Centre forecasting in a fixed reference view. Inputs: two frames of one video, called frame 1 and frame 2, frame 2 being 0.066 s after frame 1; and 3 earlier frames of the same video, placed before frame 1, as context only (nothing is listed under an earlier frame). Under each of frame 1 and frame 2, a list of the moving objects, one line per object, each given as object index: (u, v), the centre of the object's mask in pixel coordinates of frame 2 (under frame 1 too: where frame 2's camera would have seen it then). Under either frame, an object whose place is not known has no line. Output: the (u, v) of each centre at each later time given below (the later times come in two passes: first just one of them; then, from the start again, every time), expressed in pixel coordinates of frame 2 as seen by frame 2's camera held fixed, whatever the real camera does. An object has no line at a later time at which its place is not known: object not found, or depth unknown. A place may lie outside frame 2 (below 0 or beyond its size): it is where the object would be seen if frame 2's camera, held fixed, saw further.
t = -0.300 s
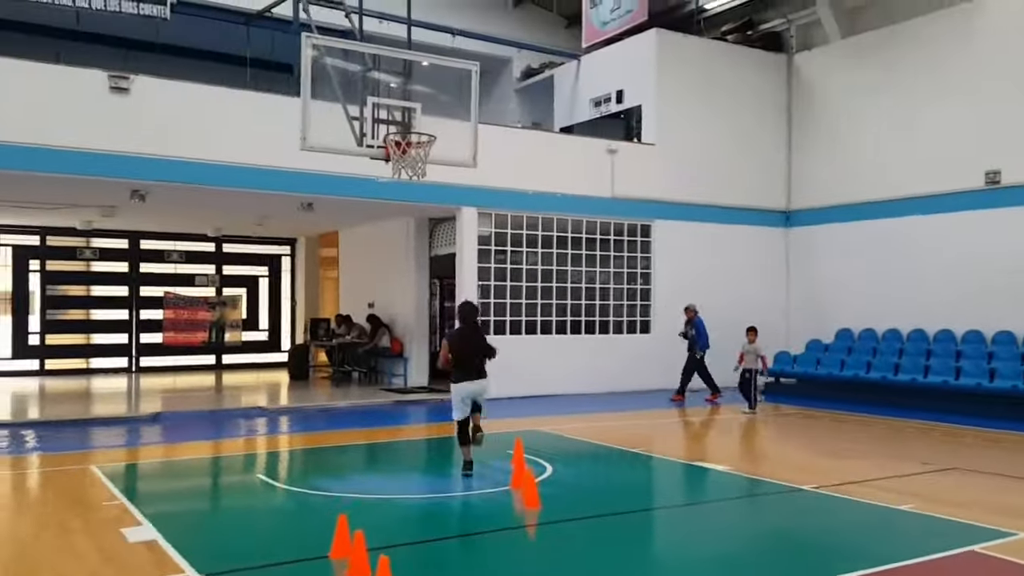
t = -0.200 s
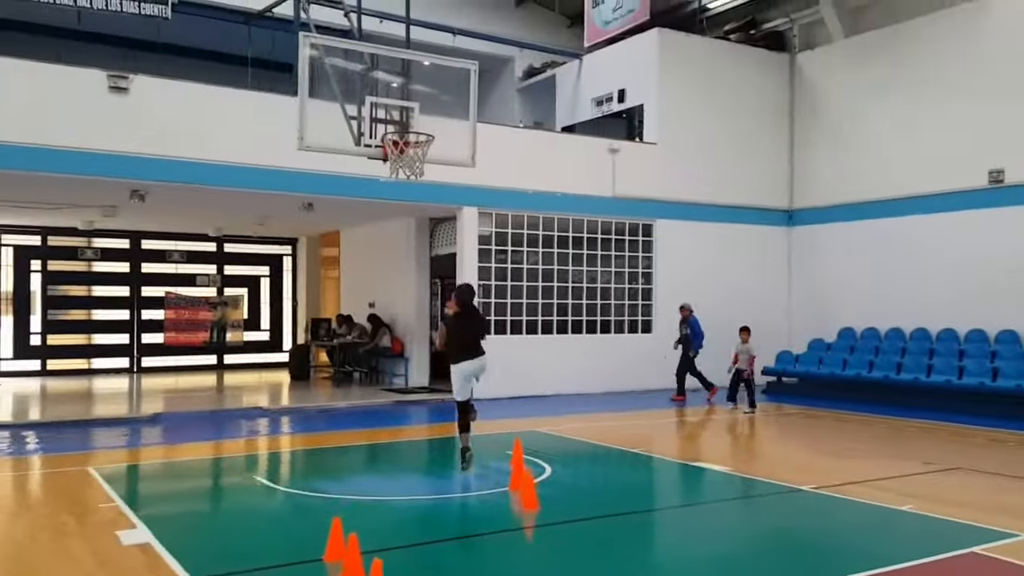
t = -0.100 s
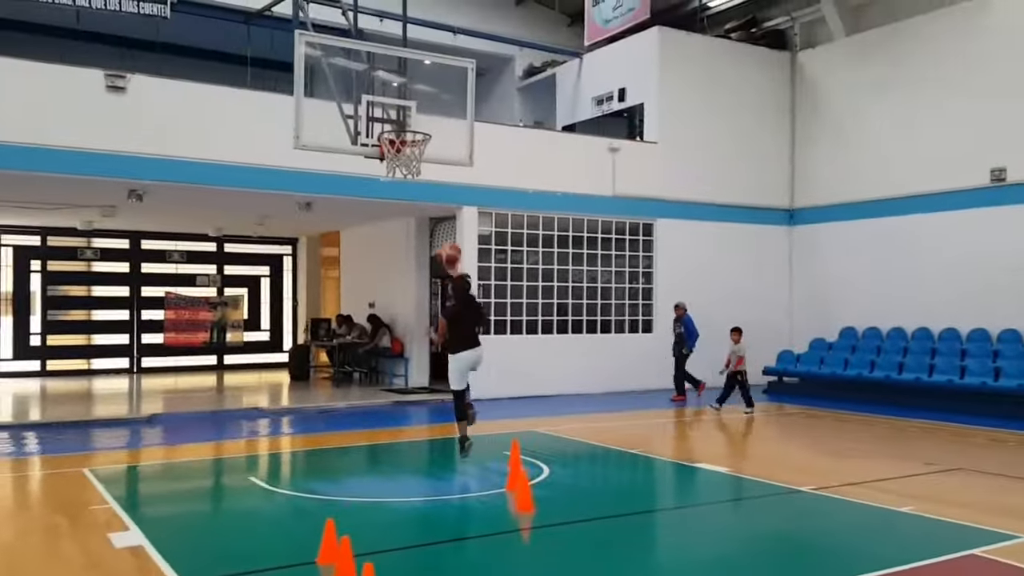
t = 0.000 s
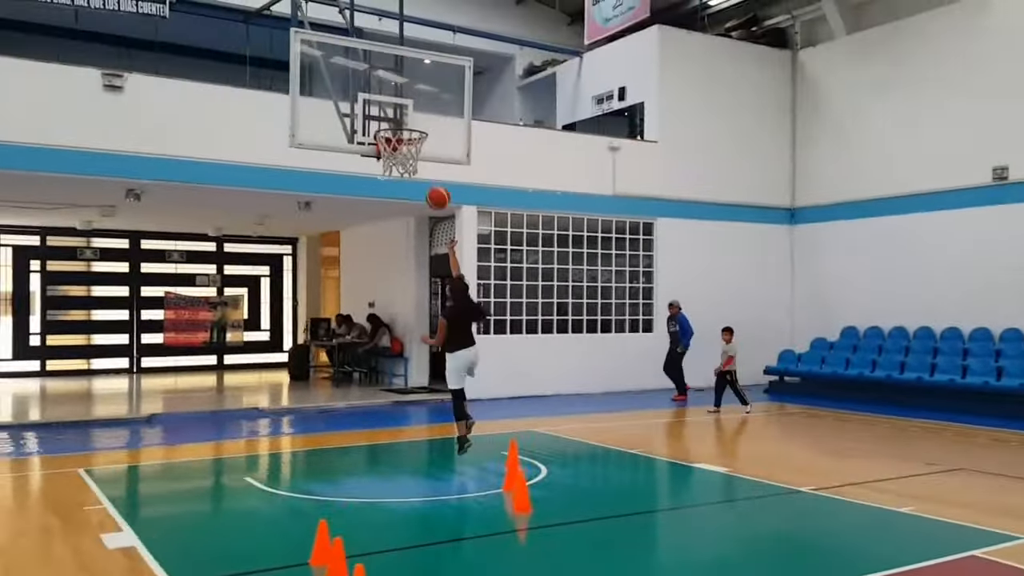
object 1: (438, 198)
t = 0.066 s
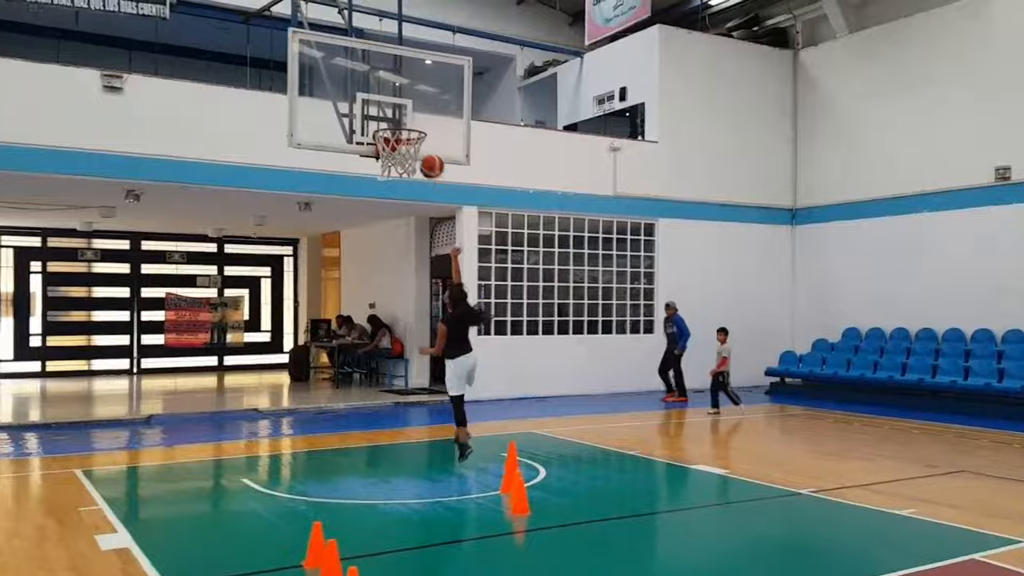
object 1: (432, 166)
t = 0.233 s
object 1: (424, 120)
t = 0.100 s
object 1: (429, 153)
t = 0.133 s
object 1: (429, 145)
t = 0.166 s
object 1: (427, 134)
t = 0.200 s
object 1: (425, 126)
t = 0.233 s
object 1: (424, 120)
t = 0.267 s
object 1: (423, 115)
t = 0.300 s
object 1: (421, 111)
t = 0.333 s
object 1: (420, 108)
